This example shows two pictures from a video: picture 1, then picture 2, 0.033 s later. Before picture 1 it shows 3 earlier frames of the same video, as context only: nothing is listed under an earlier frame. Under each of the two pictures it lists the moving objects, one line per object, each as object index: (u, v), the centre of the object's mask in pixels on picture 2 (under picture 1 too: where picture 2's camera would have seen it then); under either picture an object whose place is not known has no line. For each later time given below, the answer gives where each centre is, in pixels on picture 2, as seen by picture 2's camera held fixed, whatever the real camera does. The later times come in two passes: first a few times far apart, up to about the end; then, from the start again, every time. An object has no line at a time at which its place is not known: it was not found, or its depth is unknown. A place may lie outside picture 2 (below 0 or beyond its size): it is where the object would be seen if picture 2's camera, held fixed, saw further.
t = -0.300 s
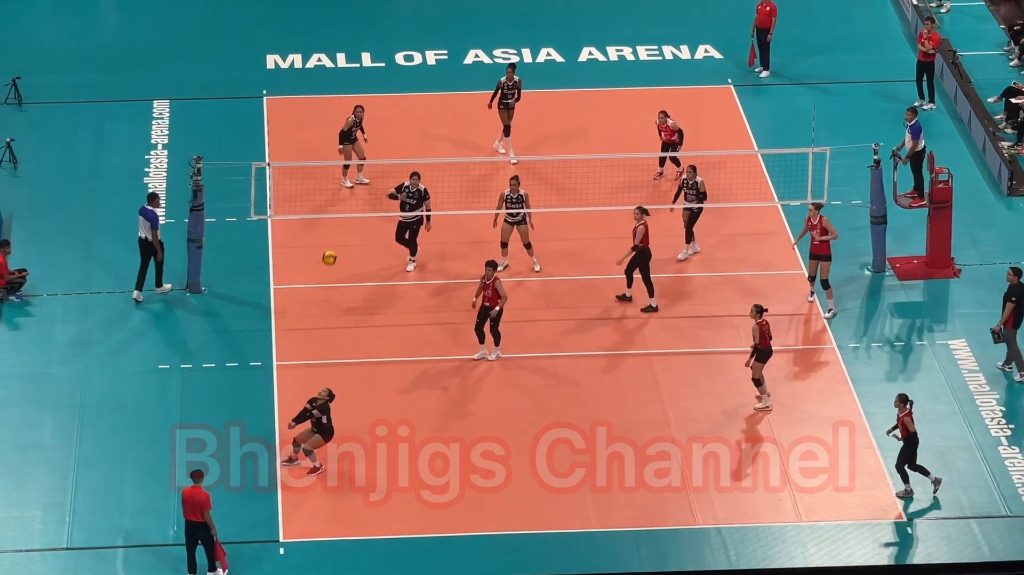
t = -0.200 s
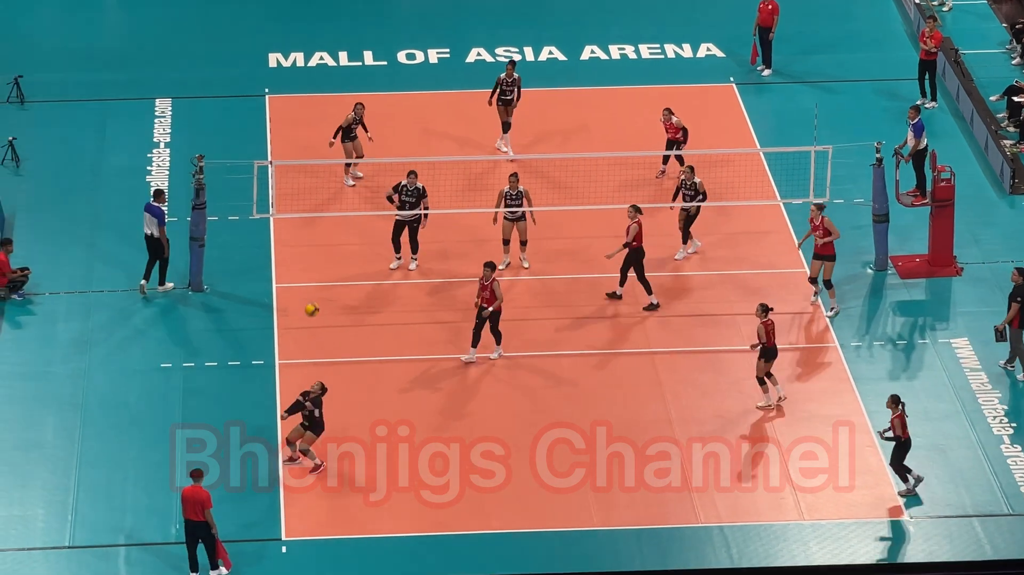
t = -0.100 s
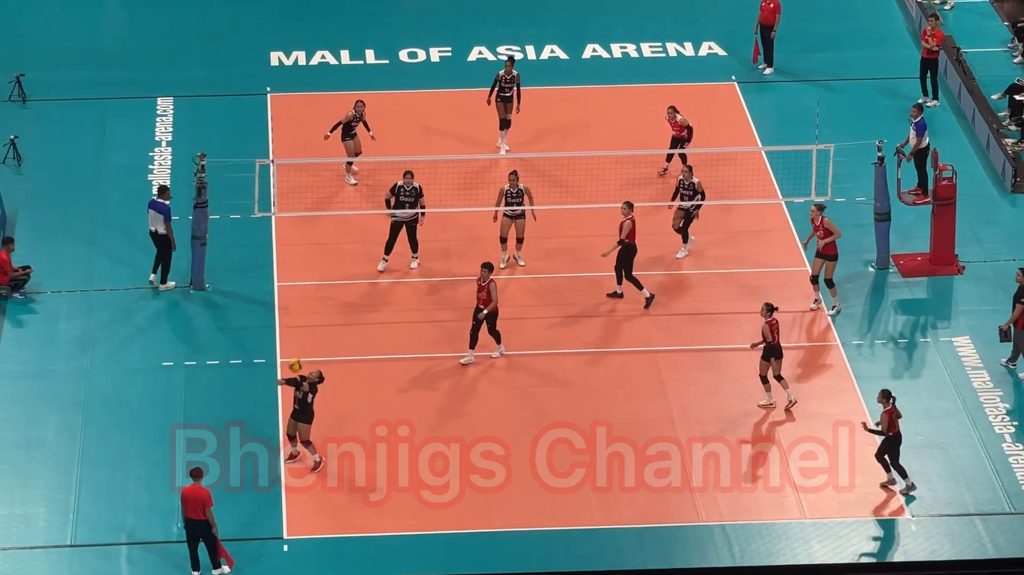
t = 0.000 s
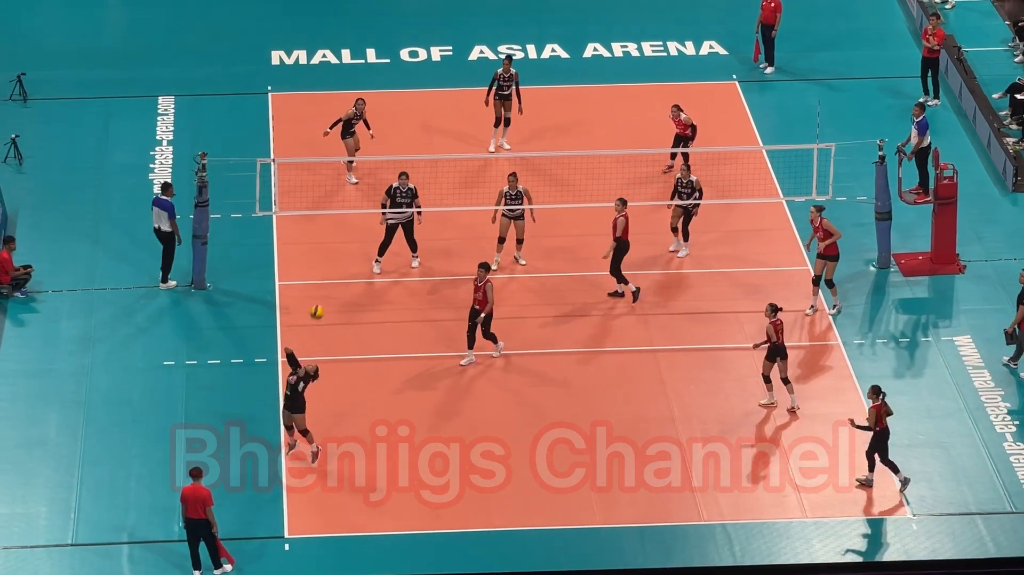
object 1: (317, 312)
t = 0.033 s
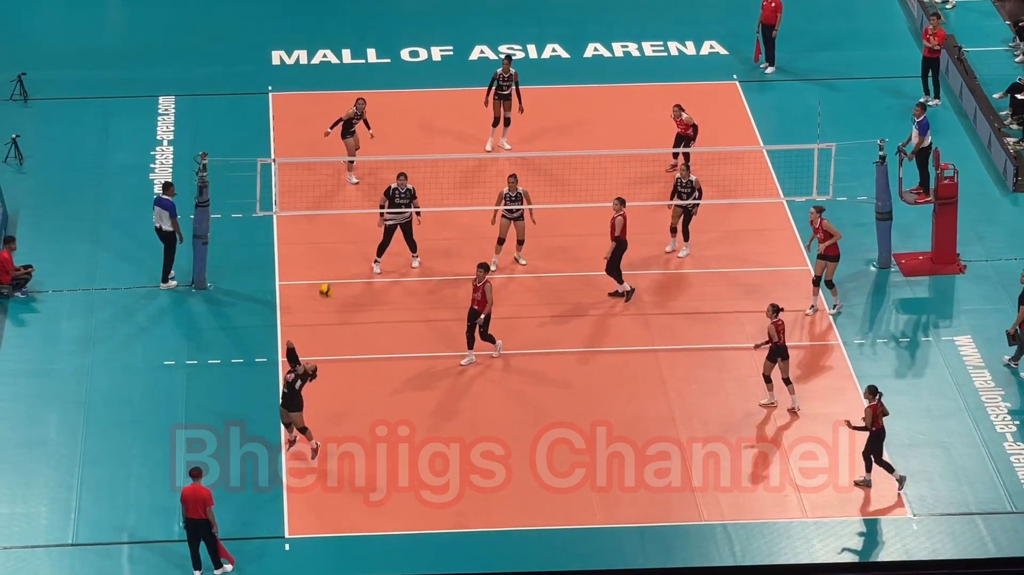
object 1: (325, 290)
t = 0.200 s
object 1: (370, 194)
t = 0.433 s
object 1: (432, 93)
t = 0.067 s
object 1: (335, 269)
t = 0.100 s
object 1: (344, 250)
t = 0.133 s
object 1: (353, 230)
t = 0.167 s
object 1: (361, 212)
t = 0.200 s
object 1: (370, 194)
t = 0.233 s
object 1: (380, 178)
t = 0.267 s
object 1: (388, 161)
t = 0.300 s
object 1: (397, 146)
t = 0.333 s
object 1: (406, 132)
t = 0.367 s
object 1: (415, 118)
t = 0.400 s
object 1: (423, 105)
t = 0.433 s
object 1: (432, 93)
